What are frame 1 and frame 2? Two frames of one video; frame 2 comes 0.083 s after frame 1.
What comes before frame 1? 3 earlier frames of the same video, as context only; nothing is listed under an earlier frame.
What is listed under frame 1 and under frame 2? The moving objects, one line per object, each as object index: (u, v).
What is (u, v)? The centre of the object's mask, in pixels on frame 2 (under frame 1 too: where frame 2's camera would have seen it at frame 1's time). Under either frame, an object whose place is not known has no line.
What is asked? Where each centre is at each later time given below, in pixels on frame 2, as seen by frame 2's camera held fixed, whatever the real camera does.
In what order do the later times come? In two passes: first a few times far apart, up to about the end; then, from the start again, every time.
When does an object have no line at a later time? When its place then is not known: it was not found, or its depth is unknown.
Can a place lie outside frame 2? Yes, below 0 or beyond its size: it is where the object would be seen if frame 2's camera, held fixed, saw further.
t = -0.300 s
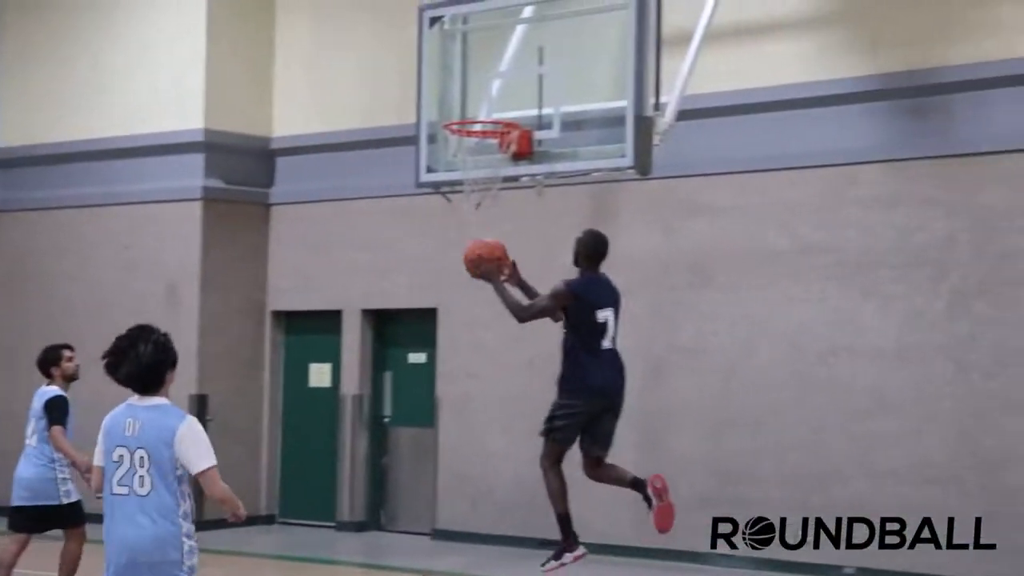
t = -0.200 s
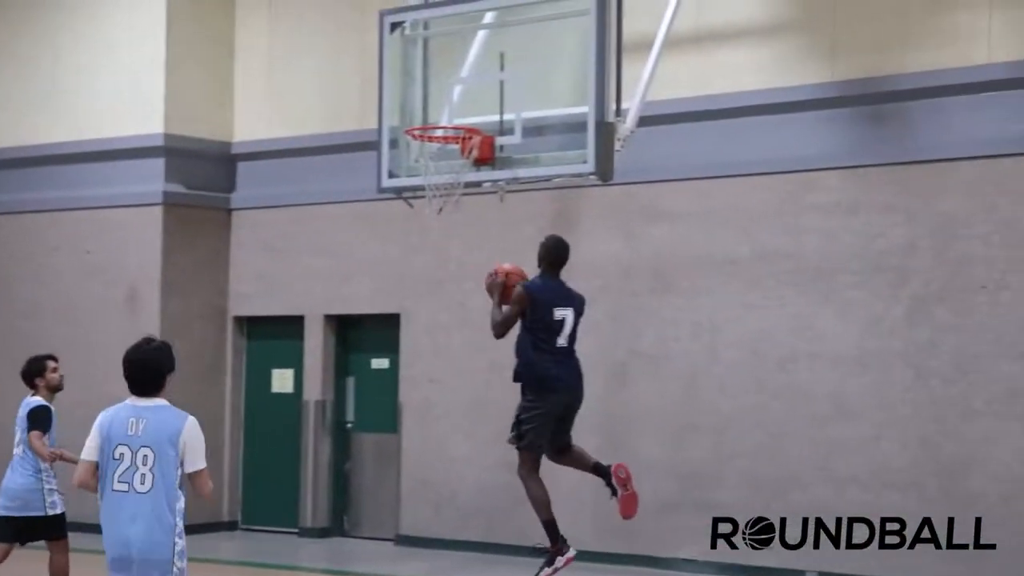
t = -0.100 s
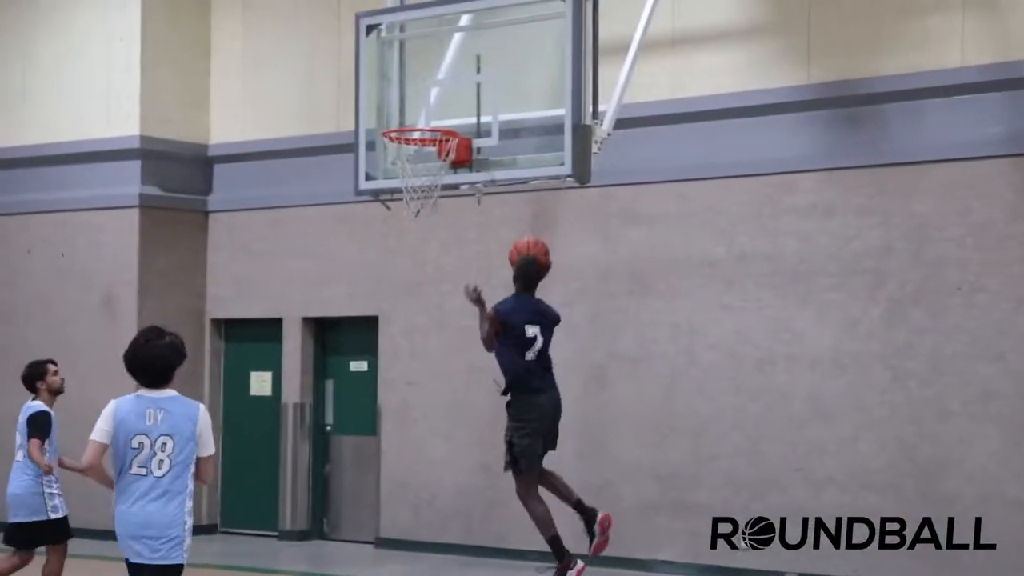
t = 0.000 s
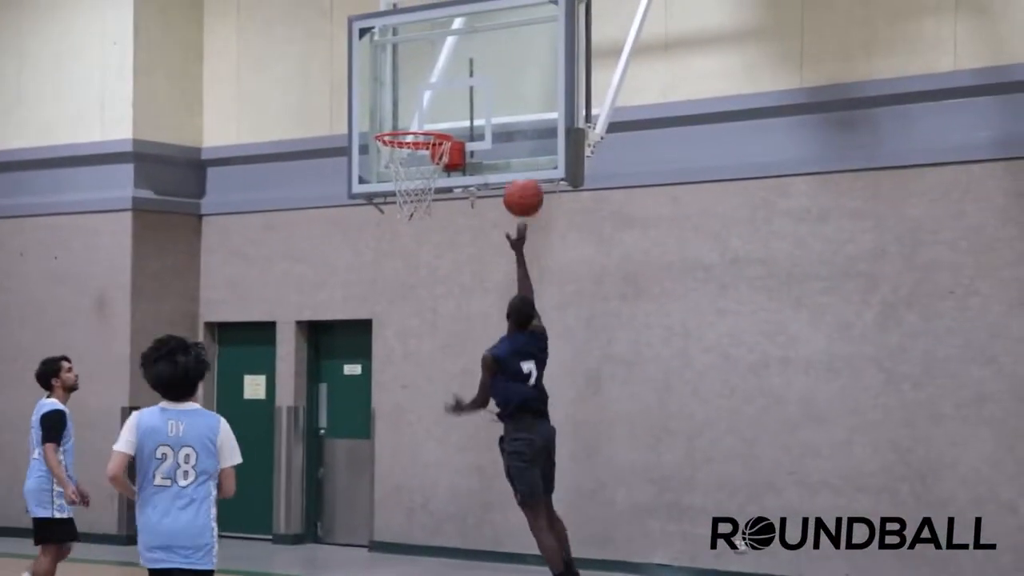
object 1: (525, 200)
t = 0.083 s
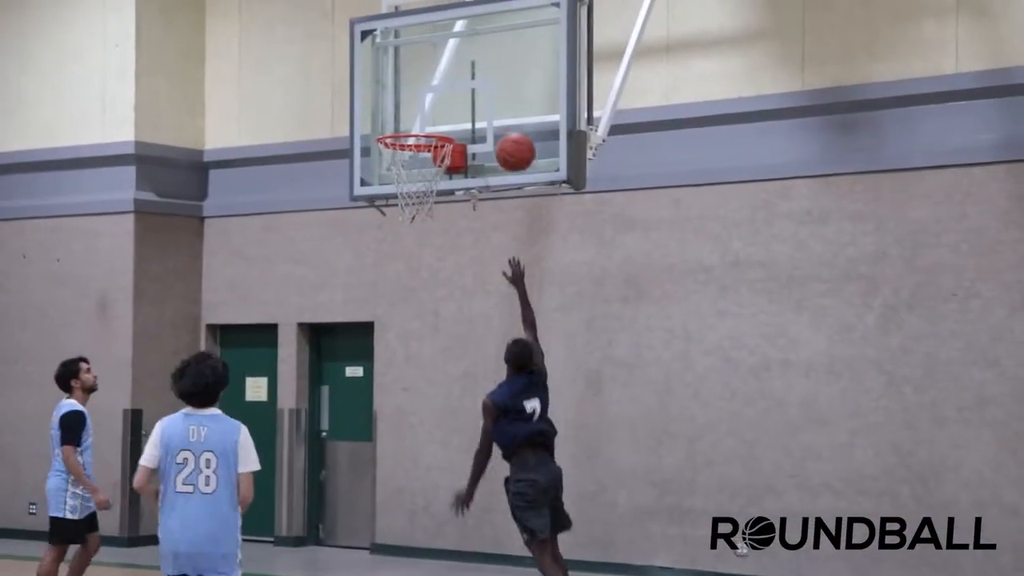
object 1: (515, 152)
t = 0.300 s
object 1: (484, 87)
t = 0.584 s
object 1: (403, 120)
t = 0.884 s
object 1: (428, 199)
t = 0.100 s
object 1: (513, 144)
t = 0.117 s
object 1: (511, 137)
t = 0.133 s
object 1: (509, 129)
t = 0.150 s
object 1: (507, 123)
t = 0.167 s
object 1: (505, 117)
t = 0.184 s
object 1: (503, 111)
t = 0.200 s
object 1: (502, 106)
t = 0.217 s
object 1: (500, 101)
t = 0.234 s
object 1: (498, 97)
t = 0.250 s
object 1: (496, 94)
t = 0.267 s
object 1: (493, 91)
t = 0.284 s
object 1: (488, 89)
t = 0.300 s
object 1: (484, 87)
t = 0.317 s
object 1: (479, 86)
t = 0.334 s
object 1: (474, 84)
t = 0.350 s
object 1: (469, 84)
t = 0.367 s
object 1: (465, 84)
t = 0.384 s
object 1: (460, 85)
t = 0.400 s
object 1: (456, 86)
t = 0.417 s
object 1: (451, 86)
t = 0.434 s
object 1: (446, 88)
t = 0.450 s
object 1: (441, 90)
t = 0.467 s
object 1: (436, 92)
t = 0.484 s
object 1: (431, 96)
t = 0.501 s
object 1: (427, 99)
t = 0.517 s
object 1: (422, 103)
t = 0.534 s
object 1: (418, 107)
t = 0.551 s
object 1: (413, 112)
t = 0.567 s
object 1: (407, 117)
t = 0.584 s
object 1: (403, 120)
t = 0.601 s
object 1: (398, 123)
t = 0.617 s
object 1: (399, 132)
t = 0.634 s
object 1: (403, 134)
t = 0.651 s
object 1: (409, 137)
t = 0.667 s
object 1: (416, 140)
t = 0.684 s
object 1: (419, 144)
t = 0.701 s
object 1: (427, 149)
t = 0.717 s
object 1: (431, 154)
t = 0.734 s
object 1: (433, 156)
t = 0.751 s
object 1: (434, 159)
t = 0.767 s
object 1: (435, 162)
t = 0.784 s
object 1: (434, 166)
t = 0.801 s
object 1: (433, 172)
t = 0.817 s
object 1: (431, 176)
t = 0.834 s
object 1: (431, 181)
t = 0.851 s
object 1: (430, 187)
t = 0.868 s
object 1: (431, 192)
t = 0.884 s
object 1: (428, 199)
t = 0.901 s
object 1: (426, 204)
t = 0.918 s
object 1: (425, 210)
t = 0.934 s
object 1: (424, 223)
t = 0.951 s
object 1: (423, 226)
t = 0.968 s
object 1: (421, 231)
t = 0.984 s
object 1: (420, 240)
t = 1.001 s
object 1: (419, 249)
